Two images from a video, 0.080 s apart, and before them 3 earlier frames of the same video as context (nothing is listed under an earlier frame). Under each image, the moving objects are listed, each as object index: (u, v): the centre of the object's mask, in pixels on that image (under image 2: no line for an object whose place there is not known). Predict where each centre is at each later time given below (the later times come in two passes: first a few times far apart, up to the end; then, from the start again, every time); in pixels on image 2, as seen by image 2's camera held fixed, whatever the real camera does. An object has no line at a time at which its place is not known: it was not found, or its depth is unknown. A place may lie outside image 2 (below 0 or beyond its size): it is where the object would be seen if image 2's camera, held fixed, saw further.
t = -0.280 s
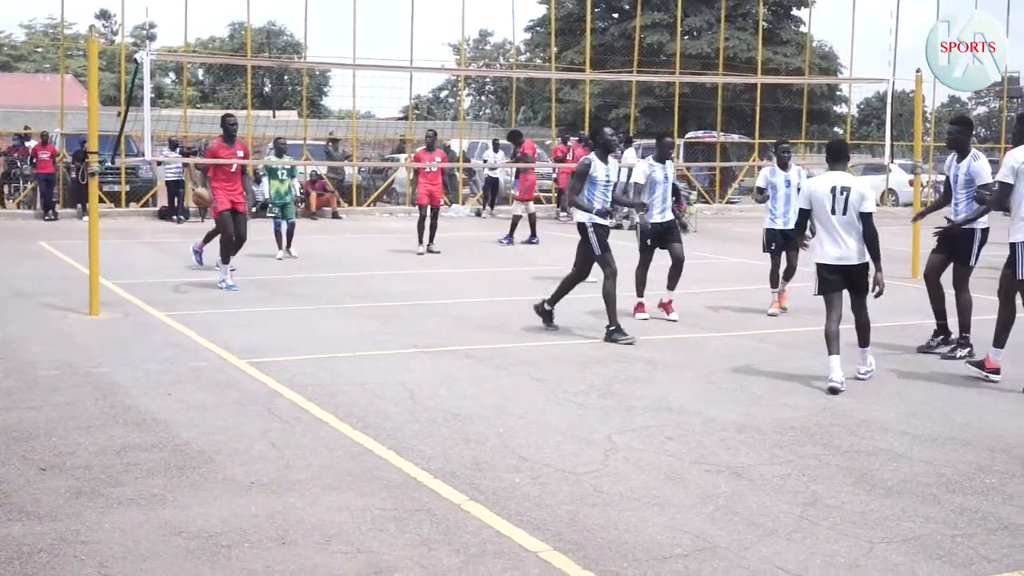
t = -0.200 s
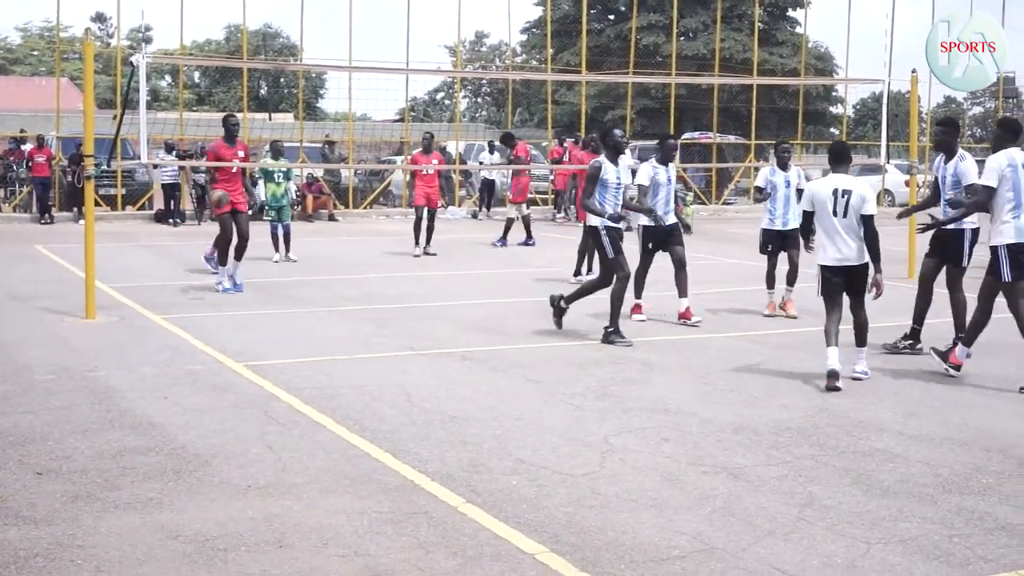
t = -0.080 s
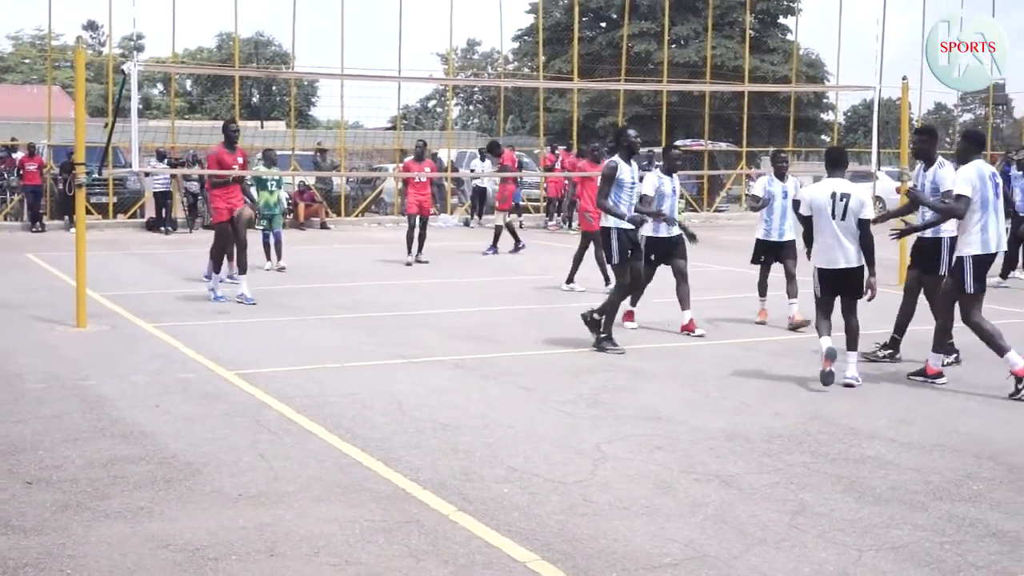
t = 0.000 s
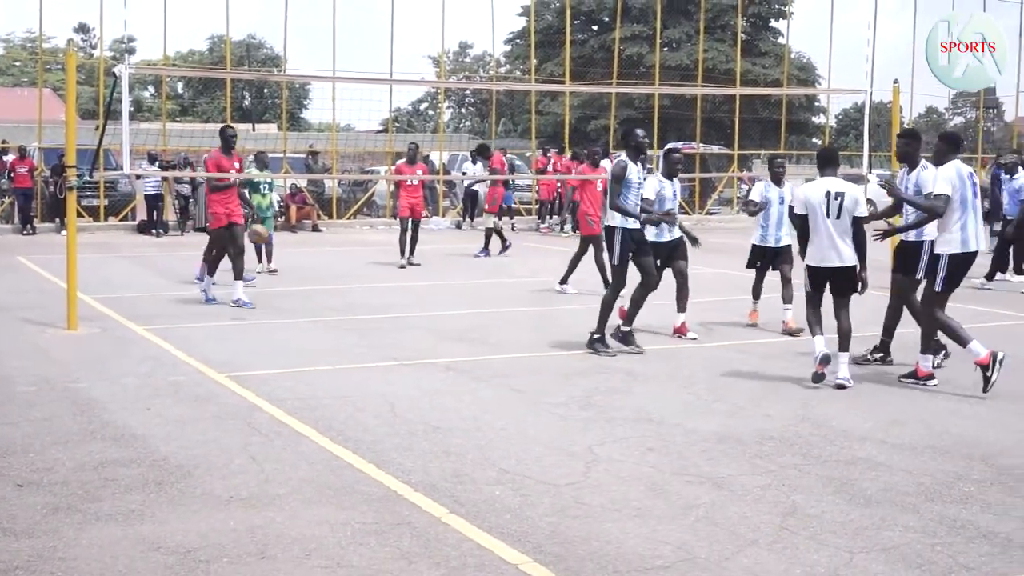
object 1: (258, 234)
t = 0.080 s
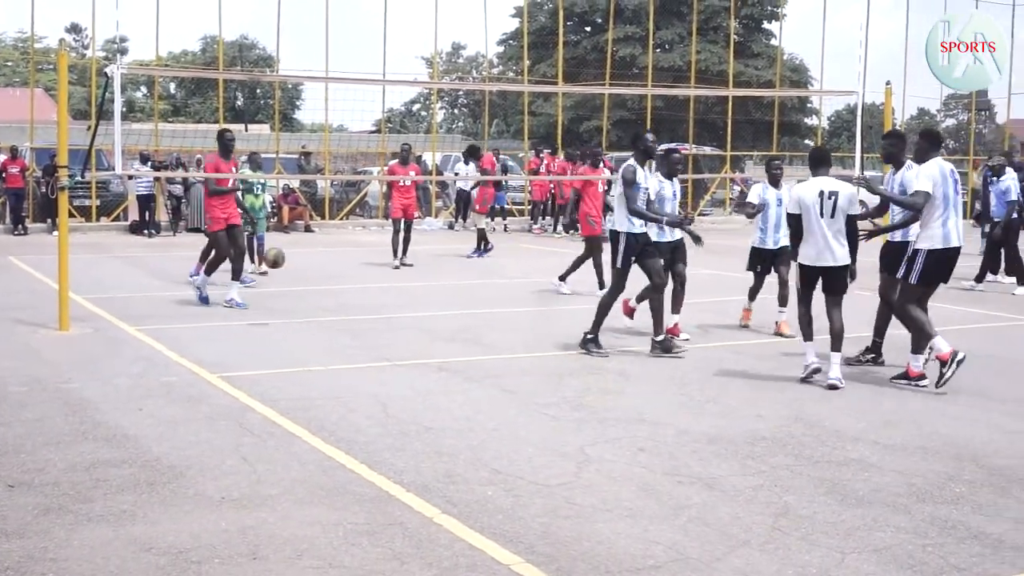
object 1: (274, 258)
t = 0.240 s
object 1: (323, 326)
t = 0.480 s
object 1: (387, 267)
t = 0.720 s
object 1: (455, 268)
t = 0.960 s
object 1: (531, 337)
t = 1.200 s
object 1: (611, 310)
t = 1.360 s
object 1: (669, 310)
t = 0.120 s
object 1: (286, 272)
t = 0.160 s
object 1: (298, 288)
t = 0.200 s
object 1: (310, 305)
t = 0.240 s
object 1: (323, 326)
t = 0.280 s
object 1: (333, 313)
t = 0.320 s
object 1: (343, 301)
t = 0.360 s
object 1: (353, 290)
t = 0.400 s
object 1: (364, 281)
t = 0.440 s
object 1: (374, 274)
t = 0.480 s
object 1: (387, 267)
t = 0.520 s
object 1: (397, 263)
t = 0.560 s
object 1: (409, 260)
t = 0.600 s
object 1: (421, 258)
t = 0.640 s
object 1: (432, 260)
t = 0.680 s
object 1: (443, 263)
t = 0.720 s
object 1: (455, 268)
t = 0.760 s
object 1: (467, 274)
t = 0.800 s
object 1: (480, 283)
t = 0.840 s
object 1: (492, 293)
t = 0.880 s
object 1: (505, 306)
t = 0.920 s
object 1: (518, 321)
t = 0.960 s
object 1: (531, 337)
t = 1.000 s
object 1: (543, 352)
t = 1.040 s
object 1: (557, 340)
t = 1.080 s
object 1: (569, 329)
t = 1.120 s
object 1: (583, 321)
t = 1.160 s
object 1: (597, 314)
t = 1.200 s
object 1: (611, 310)
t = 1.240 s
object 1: (625, 307)
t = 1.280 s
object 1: (640, 306)
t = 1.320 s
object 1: (654, 307)
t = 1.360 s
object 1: (669, 310)
